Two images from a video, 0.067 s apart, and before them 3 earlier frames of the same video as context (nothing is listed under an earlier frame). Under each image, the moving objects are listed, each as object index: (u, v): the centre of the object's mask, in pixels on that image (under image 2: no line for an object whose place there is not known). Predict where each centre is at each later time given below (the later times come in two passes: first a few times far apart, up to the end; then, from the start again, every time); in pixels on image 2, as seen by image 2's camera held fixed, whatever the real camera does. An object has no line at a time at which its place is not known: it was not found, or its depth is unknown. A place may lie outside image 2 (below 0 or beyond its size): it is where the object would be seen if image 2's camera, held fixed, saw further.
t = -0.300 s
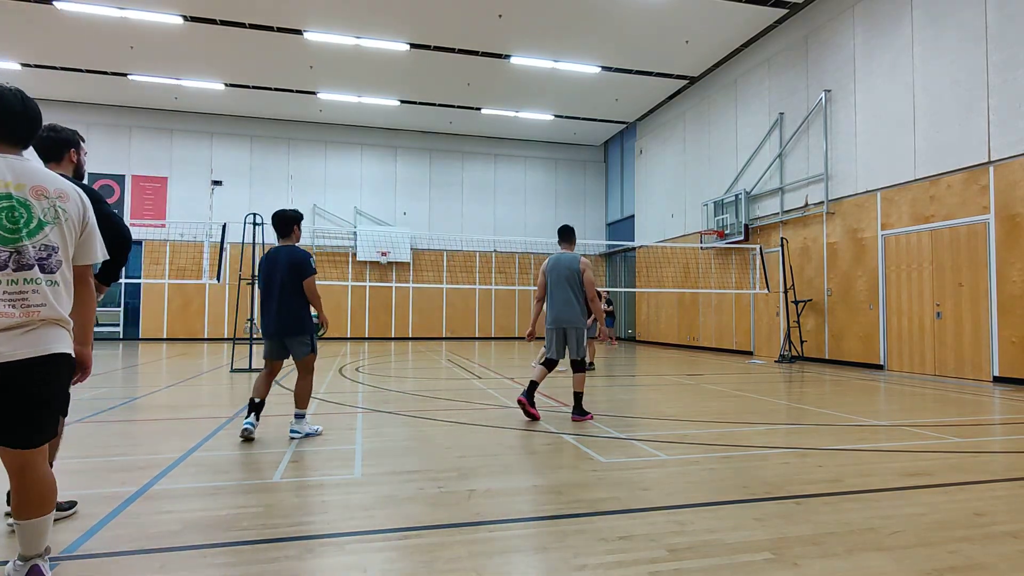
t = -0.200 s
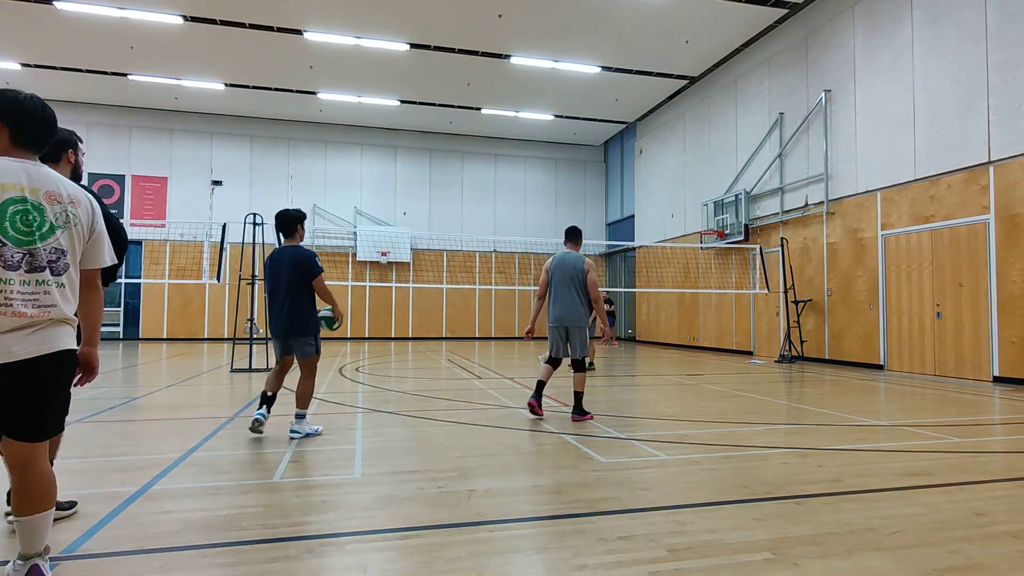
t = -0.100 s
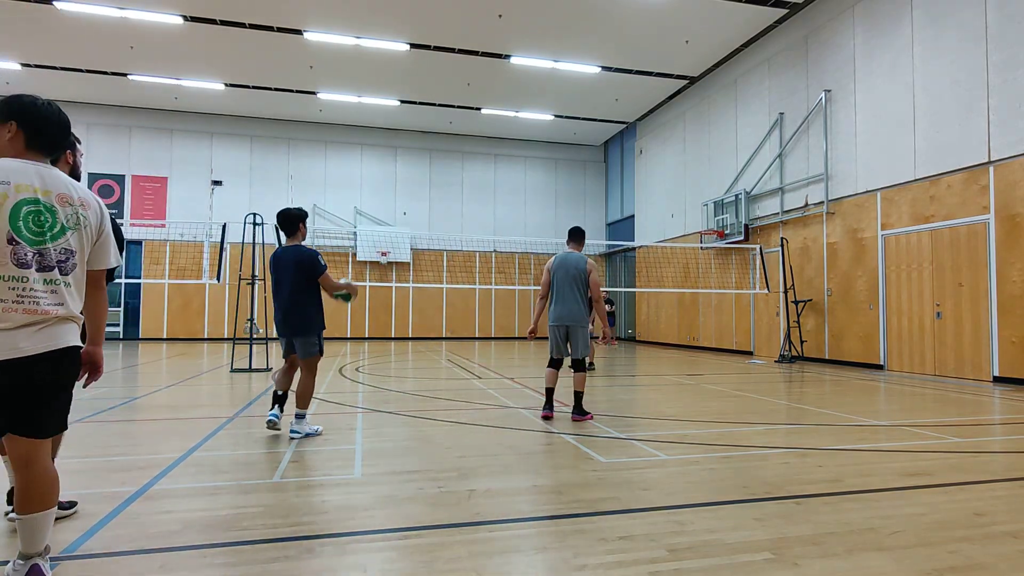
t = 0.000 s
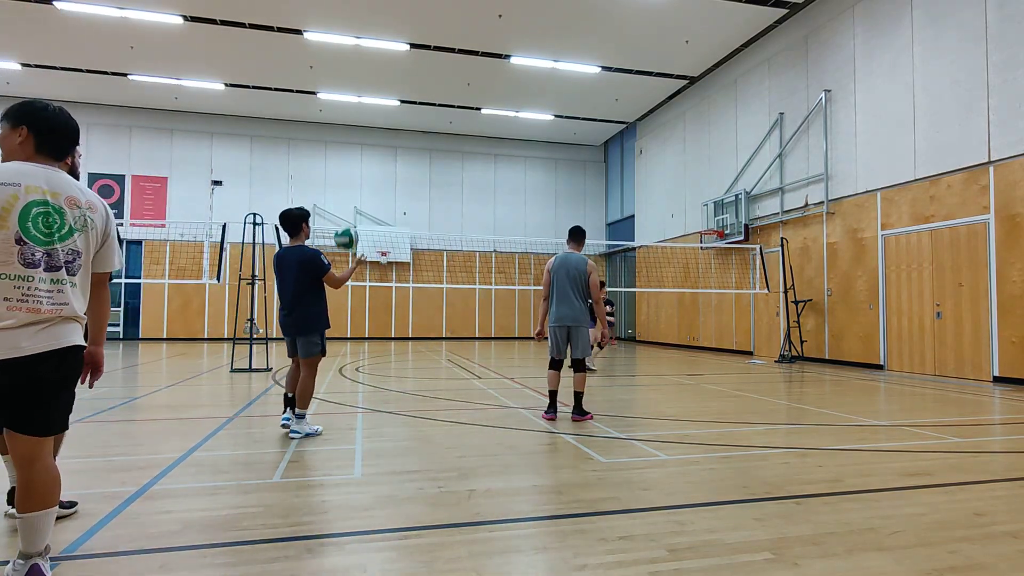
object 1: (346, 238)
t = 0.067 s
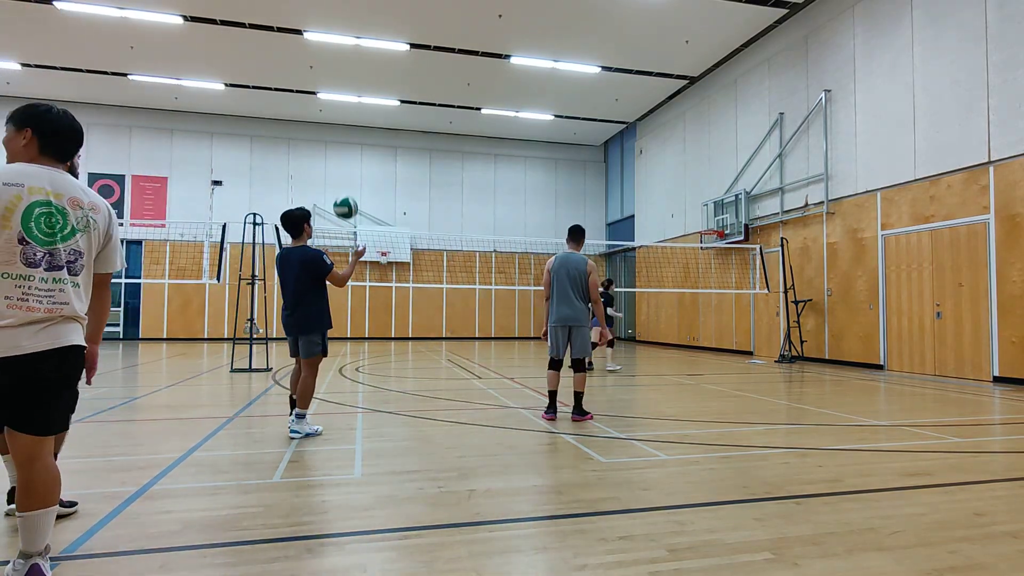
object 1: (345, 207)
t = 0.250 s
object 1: (343, 149)
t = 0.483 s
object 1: (339, 129)
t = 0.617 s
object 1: (335, 145)
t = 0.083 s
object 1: (345, 200)
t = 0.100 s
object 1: (345, 194)
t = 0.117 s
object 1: (345, 188)
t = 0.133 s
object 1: (345, 182)
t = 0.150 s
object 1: (344, 176)
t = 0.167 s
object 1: (344, 171)
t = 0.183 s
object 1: (344, 166)
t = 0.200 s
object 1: (343, 161)
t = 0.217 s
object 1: (343, 157)
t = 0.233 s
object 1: (343, 153)
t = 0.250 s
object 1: (343, 149)
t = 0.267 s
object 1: (343, 146)
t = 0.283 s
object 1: (342, 142)
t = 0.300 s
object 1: (342, 140)
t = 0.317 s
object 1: (342, 137)
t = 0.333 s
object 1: (341, 135)
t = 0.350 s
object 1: (341, 133)
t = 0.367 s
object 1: (341, 132)
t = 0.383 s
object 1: (340, 130)
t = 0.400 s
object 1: (340, 129)
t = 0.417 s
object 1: (340, 129)
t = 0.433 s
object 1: (340, 128)
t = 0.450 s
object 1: (339, 128)
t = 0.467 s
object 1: (339, 128)
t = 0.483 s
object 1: (339, 129)
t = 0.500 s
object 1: (338, 130)
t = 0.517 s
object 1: (338, 131)
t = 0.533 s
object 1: (337, 132)
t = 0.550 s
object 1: (337, 134)
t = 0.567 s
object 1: (336, 137)
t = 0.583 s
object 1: (336, 139)
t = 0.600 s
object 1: (335, 142)
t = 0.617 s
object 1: (335, 145)
